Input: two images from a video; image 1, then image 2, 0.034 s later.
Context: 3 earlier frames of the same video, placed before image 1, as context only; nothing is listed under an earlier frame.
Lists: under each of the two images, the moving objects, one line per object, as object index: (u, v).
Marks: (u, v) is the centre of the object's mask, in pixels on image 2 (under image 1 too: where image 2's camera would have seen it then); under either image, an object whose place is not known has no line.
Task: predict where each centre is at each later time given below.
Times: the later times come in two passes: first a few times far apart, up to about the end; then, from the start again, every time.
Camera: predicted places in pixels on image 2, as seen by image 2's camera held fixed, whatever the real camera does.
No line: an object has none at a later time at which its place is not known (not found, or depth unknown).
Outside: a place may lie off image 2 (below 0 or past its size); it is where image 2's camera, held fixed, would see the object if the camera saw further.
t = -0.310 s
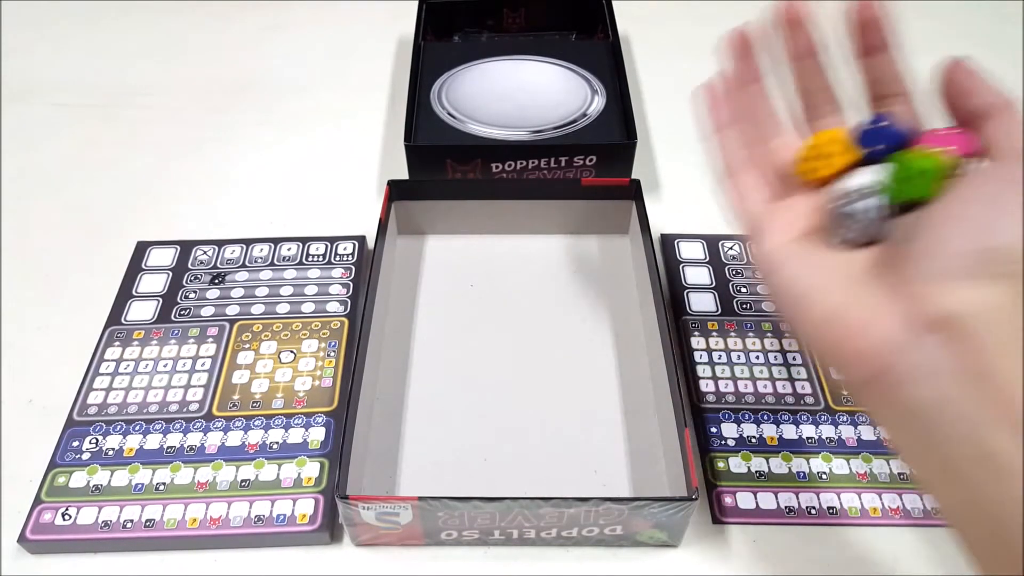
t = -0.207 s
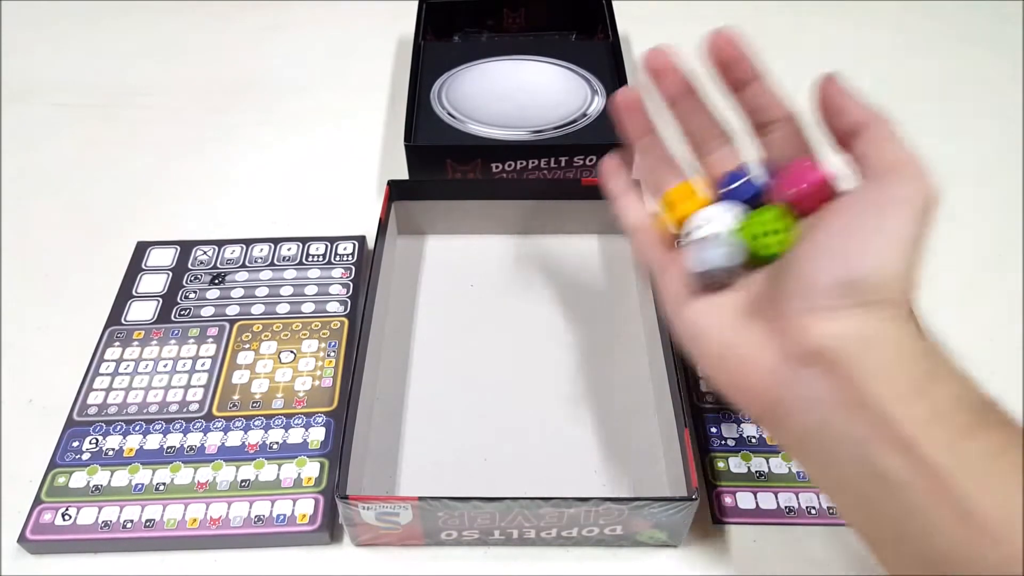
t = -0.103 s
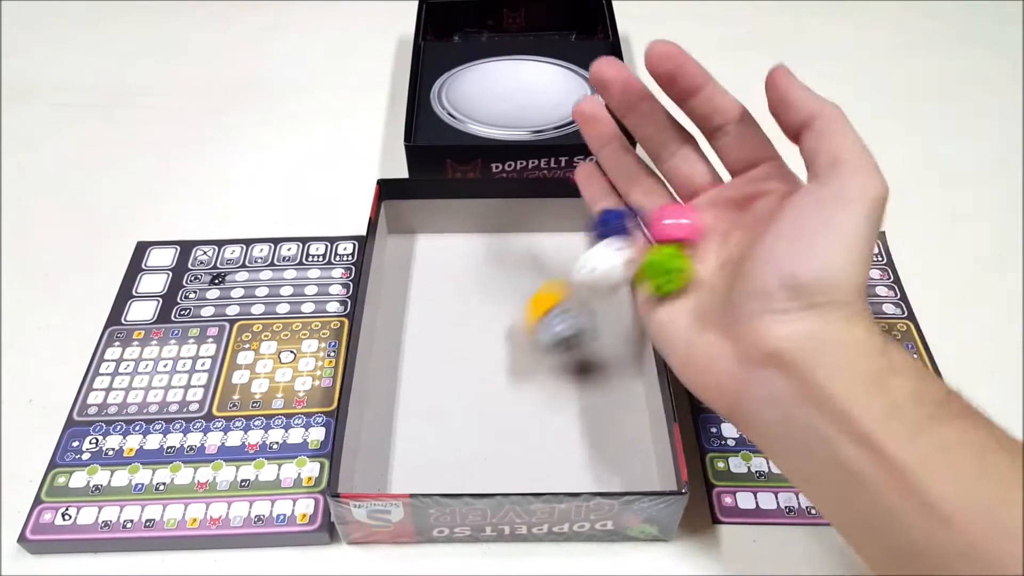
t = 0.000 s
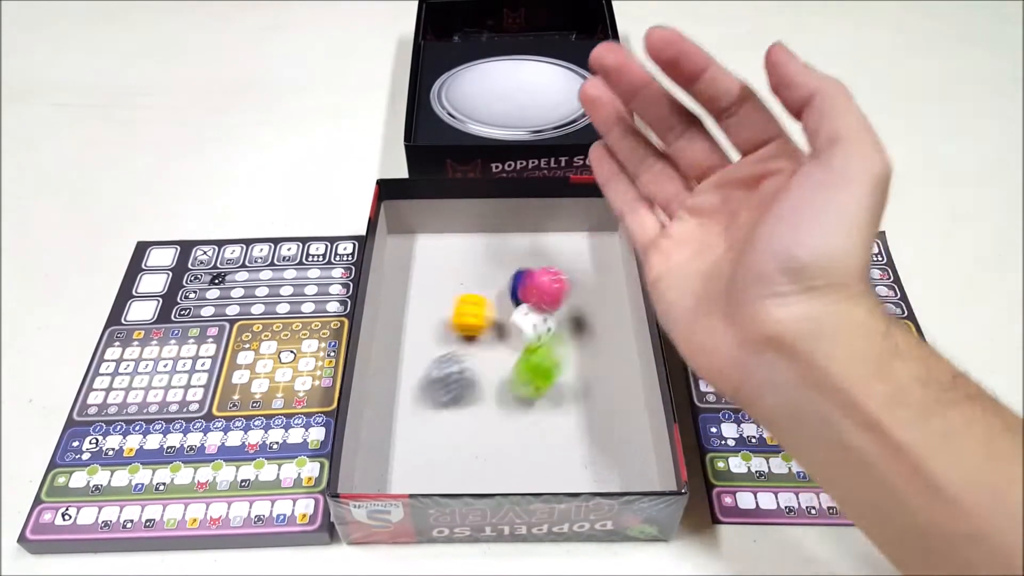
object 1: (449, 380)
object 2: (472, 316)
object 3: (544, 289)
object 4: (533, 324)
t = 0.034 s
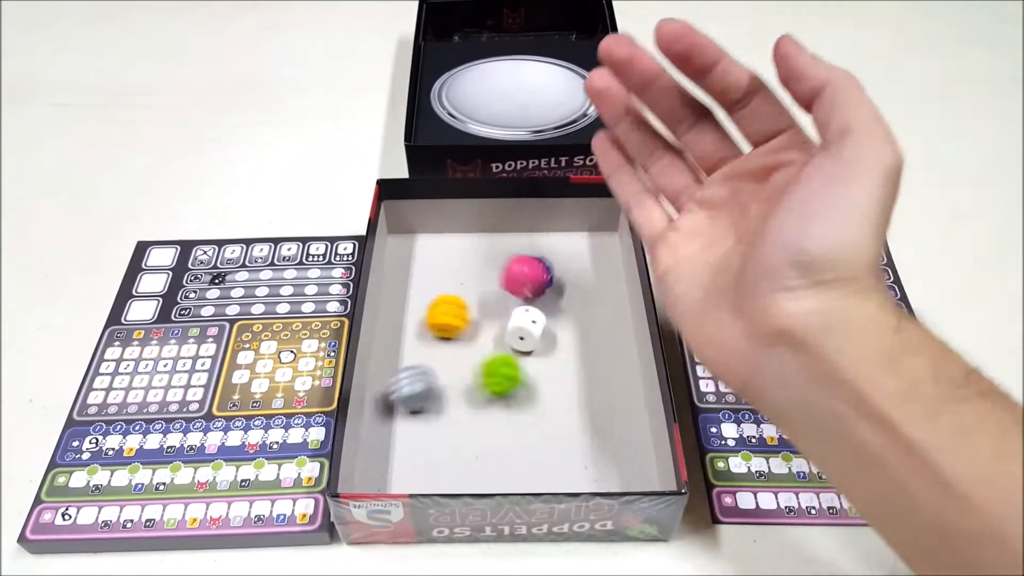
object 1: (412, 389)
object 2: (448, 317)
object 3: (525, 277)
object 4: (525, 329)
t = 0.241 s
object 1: (394, 454)
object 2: (399, 278)
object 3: (451, 240)
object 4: (509, 346)
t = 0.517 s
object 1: (398, 487)
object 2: (408, 268)
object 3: (427, 237)
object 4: (488, 339)
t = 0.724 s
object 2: (414, 269)
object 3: (433, 238)
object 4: (495, 339)
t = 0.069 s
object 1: (384, 402)
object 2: (428, 316)
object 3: (499, 278)
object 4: (523, 333)
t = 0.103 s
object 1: (392, 411)
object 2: (415, 308)
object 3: (485, 266)
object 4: (521, 336)
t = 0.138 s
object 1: (397, 422)
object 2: (403, 301)
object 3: (476, 255)
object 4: (520, 339)
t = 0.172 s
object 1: (397, 434)
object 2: (395, 291)
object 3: (467, 253)
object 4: (516, 341)
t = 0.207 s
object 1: (396, 444)
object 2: (396, 283)
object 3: (457, 245)
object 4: (514, 344)
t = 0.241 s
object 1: (394, 454)
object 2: (399, 278)
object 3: (451, 240)
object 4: (509, 346)
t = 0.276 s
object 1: (389, 467)
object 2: (405, 271)
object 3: (446, 238)
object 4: (504, 347)
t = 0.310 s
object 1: (390, 476)
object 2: (407, 268)
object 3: (443, 237)
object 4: (501, 347)
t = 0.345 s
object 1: (396, 483)
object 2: (408, 268)
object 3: (439, 236)
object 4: (496, 347)
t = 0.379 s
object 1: (398, 487)
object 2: (408, 268)
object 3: (434, 235)
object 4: (493, 346)
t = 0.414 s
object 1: (398, 487)
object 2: (408, 268)
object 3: (429, 235)
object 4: (490, 344)
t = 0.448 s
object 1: (398, 487)
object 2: (408, 268)
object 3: (427, 237)
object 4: (488, 343)
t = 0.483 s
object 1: (398, 488)
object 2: (408, 268)
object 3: (427, 237)
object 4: (487, 341)
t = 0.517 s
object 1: (398, 487)
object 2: (408, 268)
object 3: (427, 237)
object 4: (488, 339)
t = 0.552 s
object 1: (399, 488)
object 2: (410, 268)
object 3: (428, 238)
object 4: (492, 338)
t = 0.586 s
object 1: (400, 488)
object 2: (411, 268)
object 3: (430, 238)
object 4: (493, 338)
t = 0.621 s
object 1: (400, 488)
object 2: (412, 268)
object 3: (431, 238)
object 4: (493, 339)
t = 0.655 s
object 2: (412, 268)
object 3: (431, 238)
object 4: (493, 339)
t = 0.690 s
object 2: (413, 268)
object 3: (432, 238)
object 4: (494, 339)
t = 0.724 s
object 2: (414, 269)
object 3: (433, 238)
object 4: (495, 339)
